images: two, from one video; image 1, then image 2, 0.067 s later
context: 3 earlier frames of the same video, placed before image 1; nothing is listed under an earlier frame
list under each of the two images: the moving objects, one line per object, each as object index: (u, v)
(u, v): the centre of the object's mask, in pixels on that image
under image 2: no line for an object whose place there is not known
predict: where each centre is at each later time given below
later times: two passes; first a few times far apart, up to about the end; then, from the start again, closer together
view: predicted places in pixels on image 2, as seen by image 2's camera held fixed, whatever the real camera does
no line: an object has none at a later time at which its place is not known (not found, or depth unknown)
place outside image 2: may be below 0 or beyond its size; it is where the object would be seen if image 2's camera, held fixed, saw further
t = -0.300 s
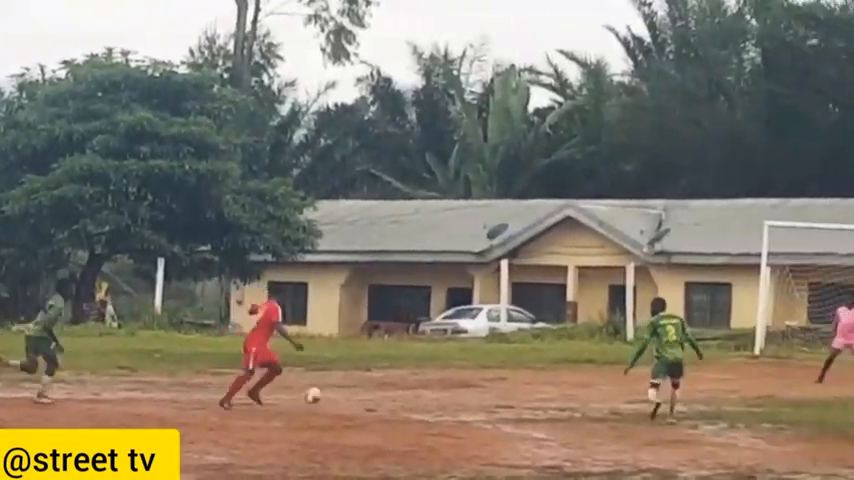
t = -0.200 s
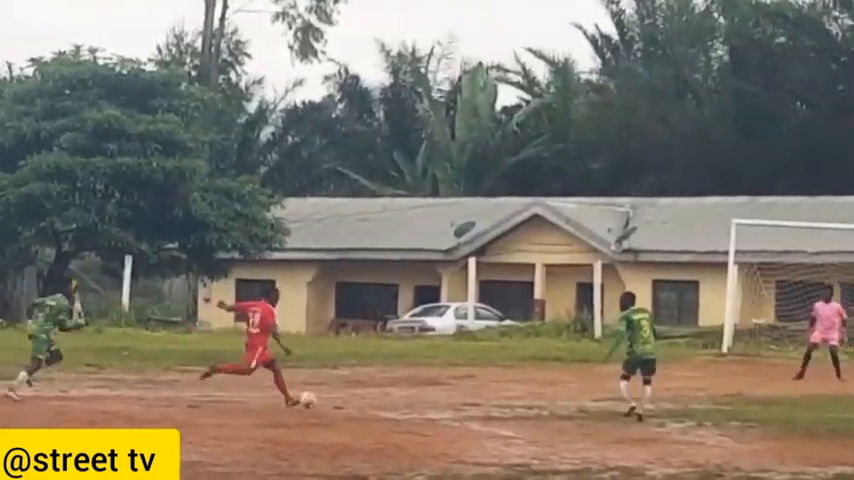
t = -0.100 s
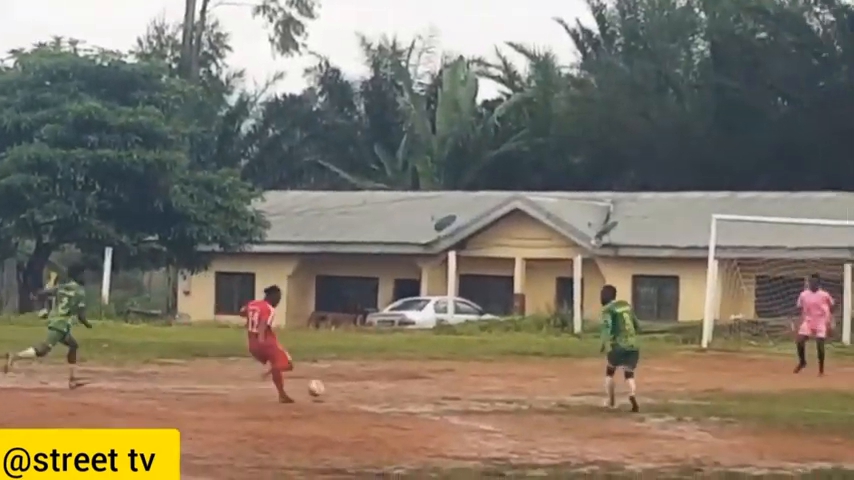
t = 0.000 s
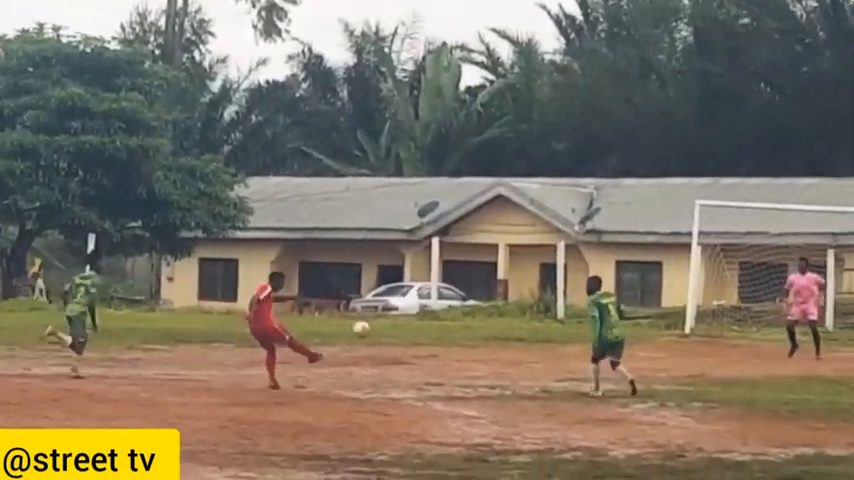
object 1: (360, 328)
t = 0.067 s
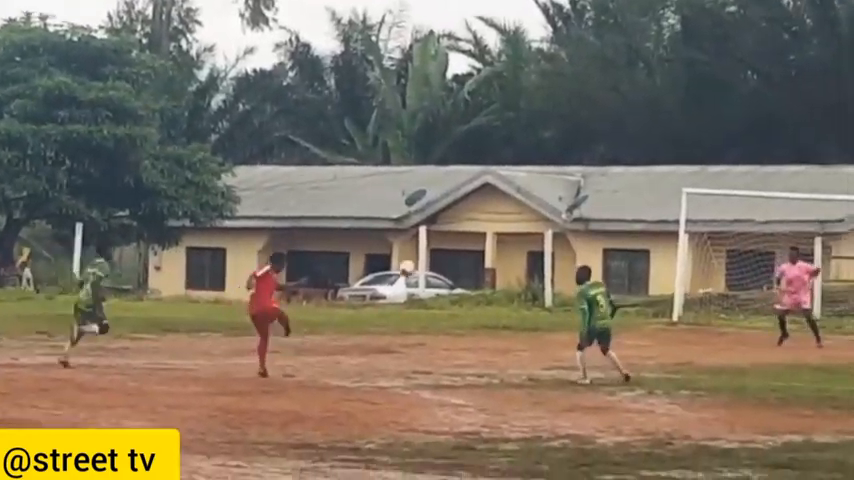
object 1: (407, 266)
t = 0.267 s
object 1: (567, 148)
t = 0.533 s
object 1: (762, 47)
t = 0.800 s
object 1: (945, -1)
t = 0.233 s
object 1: (542, 165)
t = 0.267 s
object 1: (567, 148)
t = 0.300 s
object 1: (593, 132)
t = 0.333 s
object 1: (618, 117)
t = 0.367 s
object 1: (643, 103)
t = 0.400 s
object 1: (667, 90)
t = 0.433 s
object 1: (691, 78)
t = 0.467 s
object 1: (715, 68)
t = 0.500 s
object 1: (739, 57)
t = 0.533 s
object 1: (762, 47)
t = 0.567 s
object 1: (786, 38)
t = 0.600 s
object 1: (809, 31)
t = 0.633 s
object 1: (831, 24)
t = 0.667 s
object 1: (854, 18)
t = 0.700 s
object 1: (876, 13)
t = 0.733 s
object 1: (899, 7)
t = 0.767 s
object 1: (921, 3)
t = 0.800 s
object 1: (945, -1)
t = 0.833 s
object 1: (958, -5)
